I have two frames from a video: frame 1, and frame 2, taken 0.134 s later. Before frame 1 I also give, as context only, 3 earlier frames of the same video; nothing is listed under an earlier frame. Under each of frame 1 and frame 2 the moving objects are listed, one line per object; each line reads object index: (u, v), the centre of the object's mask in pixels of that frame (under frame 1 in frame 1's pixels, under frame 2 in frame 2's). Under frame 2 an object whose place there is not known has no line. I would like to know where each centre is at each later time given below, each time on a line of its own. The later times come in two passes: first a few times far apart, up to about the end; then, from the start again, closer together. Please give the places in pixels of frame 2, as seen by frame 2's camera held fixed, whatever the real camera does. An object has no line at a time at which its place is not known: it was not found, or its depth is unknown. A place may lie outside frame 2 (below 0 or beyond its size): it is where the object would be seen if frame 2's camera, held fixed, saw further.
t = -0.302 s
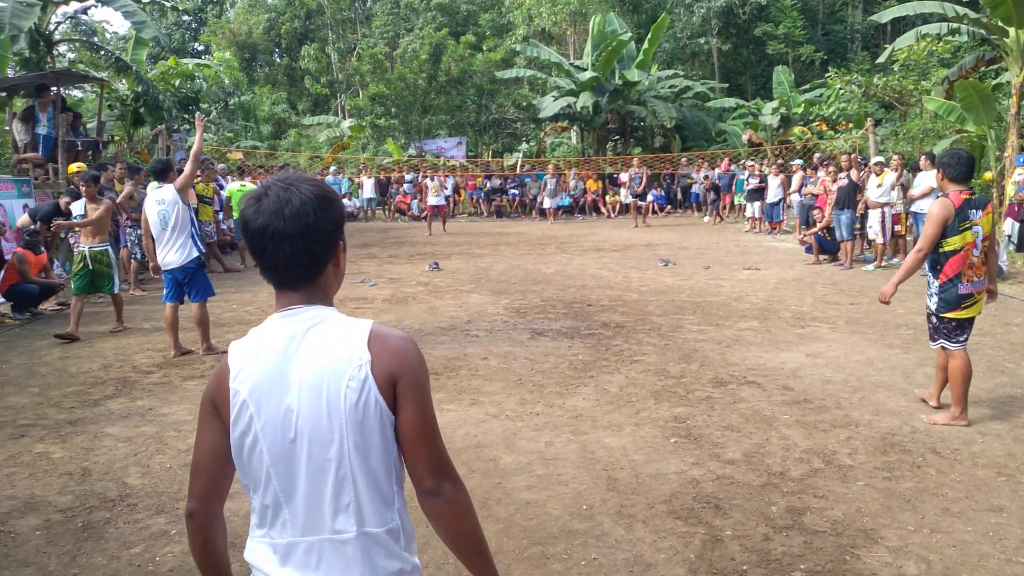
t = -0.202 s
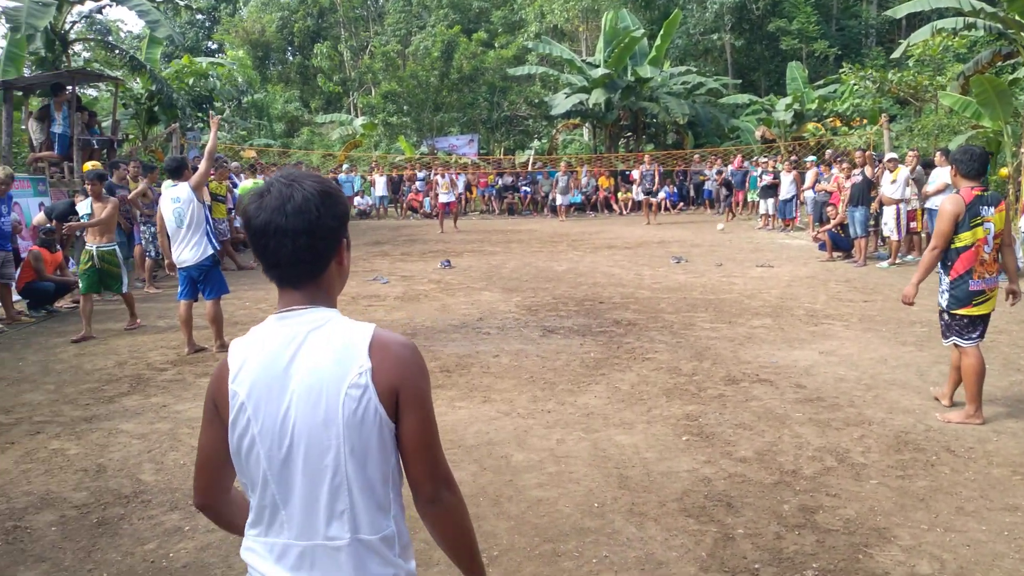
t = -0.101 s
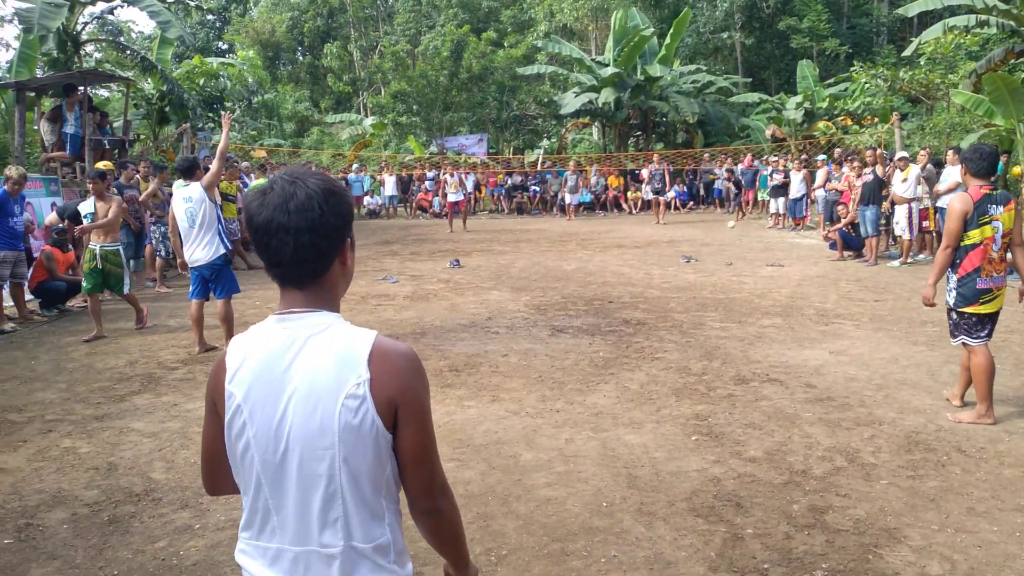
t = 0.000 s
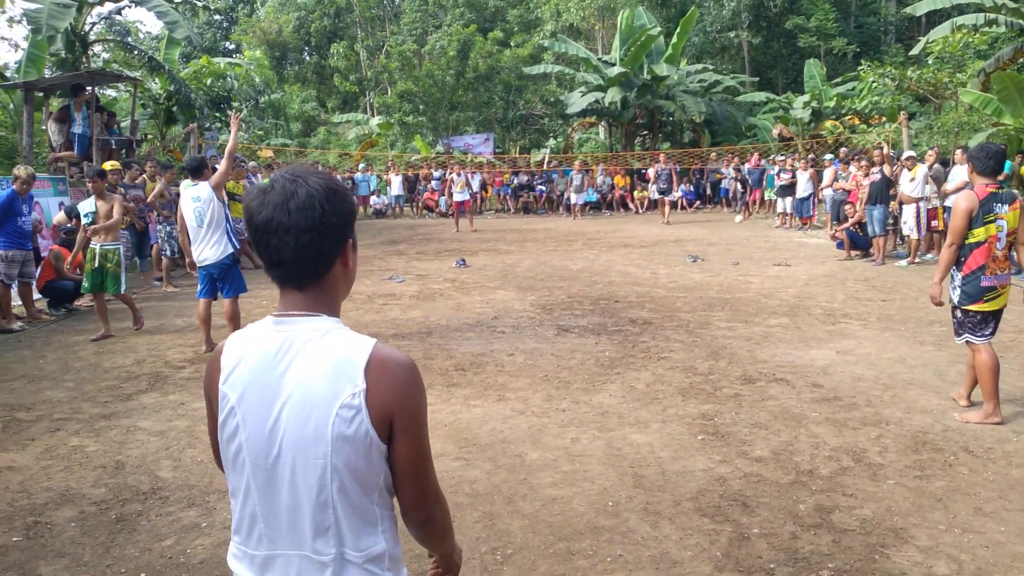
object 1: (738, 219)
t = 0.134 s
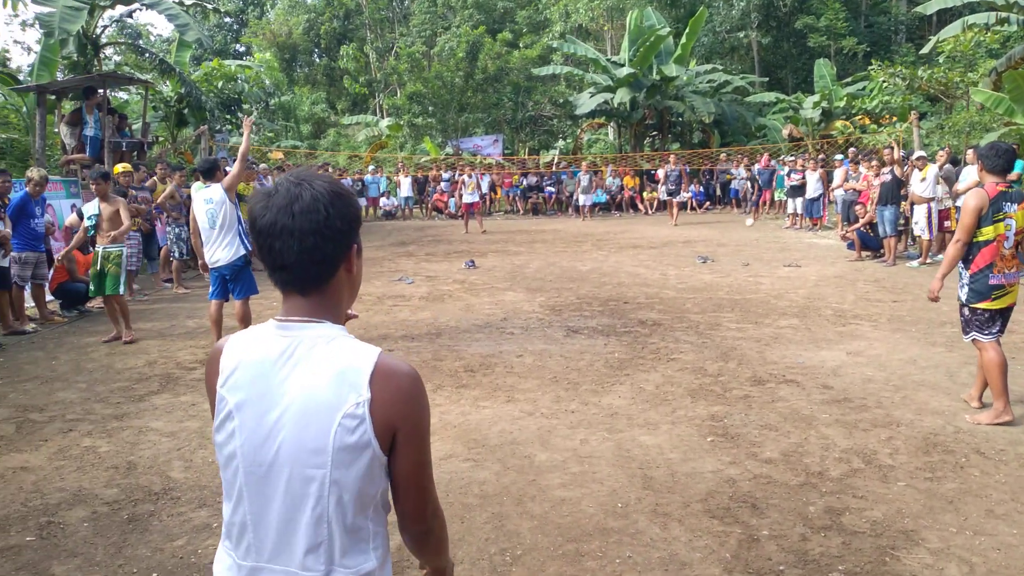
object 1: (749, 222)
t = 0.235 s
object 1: (750, 231)
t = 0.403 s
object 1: (752, 243)
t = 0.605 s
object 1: (754, 242)
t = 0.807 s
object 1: (757, 265)
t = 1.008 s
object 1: (760, 265)
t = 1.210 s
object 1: (764, 286)
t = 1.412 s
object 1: (765, 300)
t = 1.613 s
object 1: (769, 311)
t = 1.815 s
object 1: (775, 337)
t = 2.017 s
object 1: (780, 367)
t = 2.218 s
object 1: (787, 415)
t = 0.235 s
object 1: (750, 231)
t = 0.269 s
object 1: (750, 235)
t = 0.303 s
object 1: (750, 240)
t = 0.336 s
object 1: (751, 247)
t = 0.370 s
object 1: (751, 245)
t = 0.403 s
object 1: (752, 243)
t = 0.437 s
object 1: (752, 241)
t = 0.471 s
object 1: (753, 239)
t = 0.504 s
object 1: (753, 239)
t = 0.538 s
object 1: (753, 239)
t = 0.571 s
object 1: (753, 240)
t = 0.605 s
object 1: (754, 242)
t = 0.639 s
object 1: (754, 245)
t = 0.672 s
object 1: (755, 248)
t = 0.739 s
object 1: (756, 258)
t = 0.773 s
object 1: (756, 264)
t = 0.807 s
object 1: (757, 265)
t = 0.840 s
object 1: (757, 263)
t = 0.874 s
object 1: (758, 262)
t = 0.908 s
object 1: (759, 261)
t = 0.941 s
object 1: (760, 262)
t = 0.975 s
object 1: (760, 263)
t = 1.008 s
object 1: (760, 265)
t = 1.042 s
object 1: (762, 269)
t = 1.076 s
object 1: (762, 273)
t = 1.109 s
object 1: (763, 279)
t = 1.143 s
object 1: (763, 286)
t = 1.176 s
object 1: (764, 288)
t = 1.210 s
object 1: (764, 286)
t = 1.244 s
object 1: (764, 286)
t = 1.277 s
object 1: (764, 286)
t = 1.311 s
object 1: (765, 288)
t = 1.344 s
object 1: (765, 291)
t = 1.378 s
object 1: (765, 295)
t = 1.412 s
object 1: (765, 300)
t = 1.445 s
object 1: (766, 307)
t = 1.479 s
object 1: (765, 315)
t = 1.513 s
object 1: (766, 316)
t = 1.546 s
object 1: (766, 313)
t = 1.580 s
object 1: (768, 311)
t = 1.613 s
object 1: (769, 311)
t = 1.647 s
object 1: (770, 311)
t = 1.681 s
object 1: (771, 313)
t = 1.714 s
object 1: (772, 317)
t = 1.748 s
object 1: (773, 322)
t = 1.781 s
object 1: (774, 329)
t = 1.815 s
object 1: (775, 337)
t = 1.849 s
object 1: (776, 347)
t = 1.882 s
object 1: (777, 361)
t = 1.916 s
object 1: (778, 370)
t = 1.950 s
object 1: (779, 367)
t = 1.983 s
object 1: (779, 367)
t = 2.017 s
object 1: (780, 367)
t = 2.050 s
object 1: (781, 370)
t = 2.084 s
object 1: (782, 375)
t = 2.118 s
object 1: (783, 381)
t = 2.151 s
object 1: (785, 390)
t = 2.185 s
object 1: (785, 402)
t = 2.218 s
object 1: (787, 415)
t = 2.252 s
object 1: (788, 433)
